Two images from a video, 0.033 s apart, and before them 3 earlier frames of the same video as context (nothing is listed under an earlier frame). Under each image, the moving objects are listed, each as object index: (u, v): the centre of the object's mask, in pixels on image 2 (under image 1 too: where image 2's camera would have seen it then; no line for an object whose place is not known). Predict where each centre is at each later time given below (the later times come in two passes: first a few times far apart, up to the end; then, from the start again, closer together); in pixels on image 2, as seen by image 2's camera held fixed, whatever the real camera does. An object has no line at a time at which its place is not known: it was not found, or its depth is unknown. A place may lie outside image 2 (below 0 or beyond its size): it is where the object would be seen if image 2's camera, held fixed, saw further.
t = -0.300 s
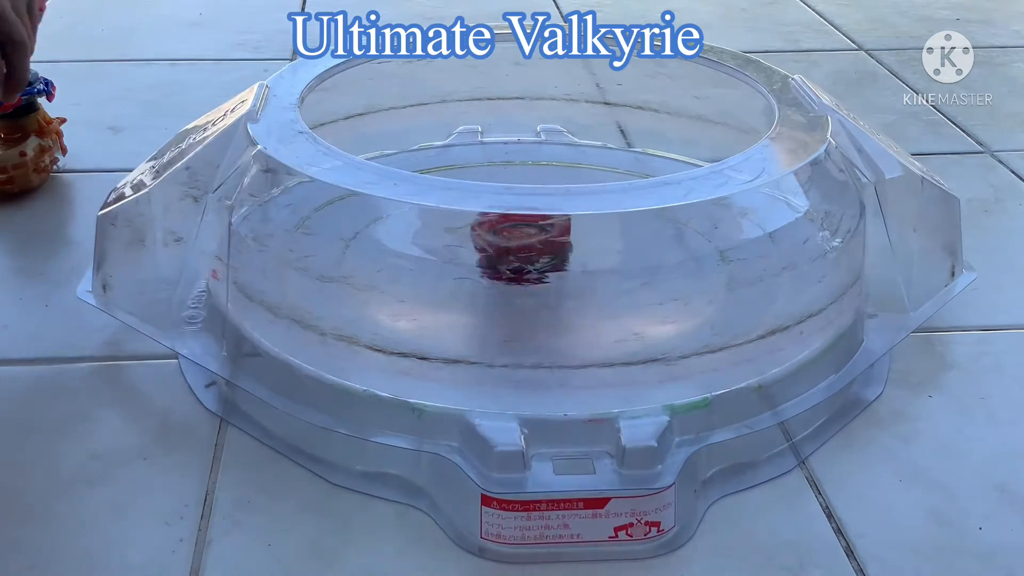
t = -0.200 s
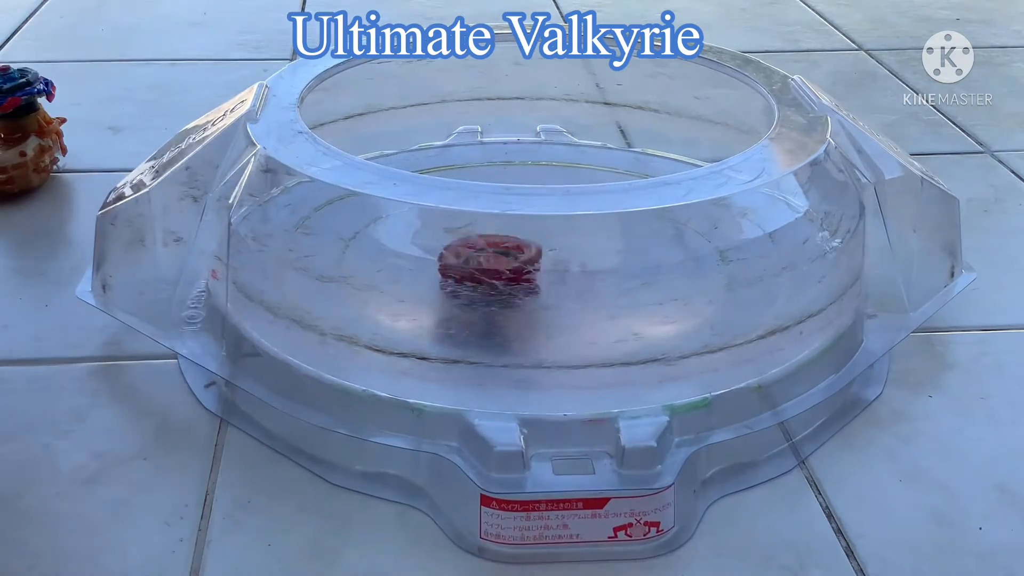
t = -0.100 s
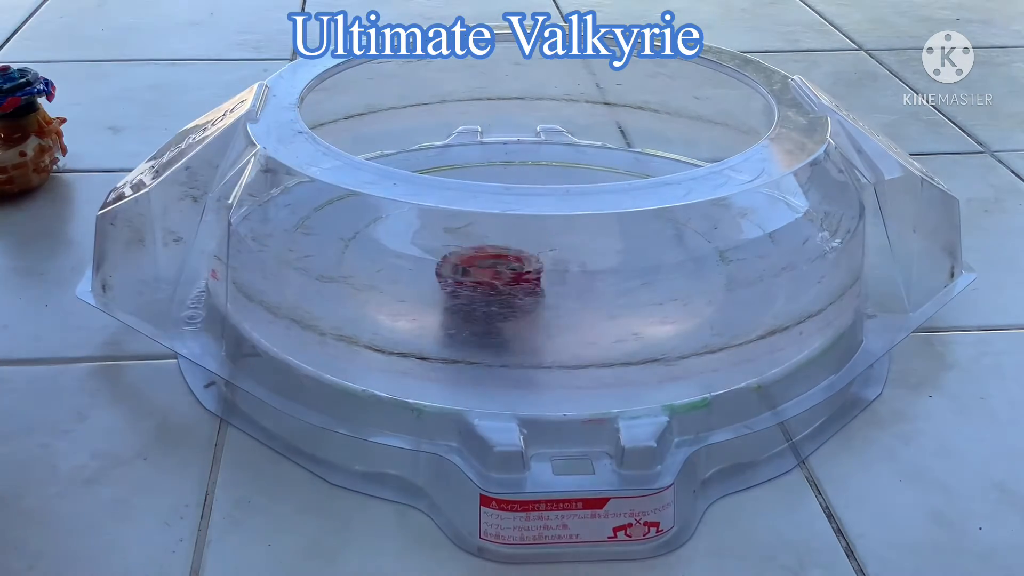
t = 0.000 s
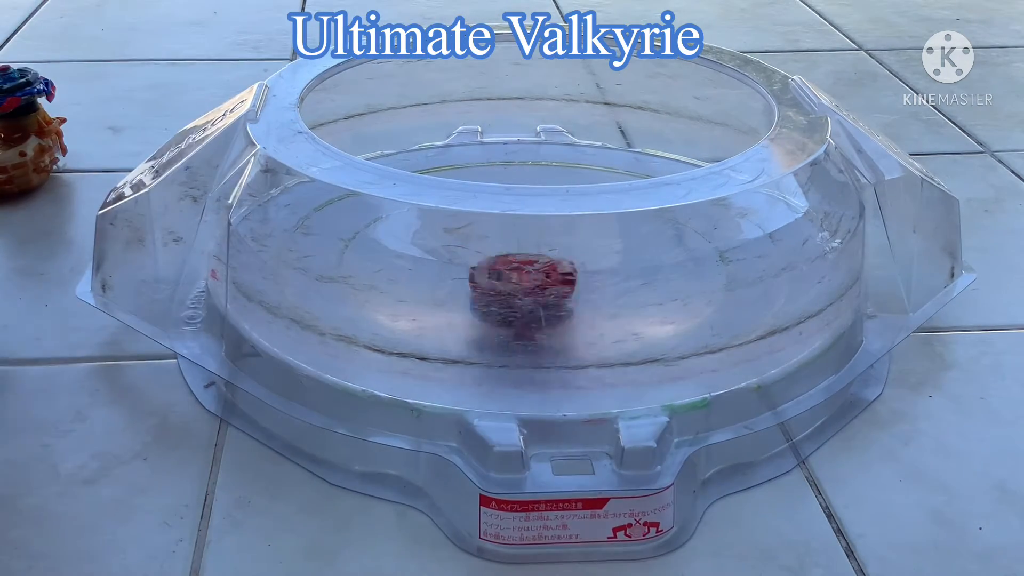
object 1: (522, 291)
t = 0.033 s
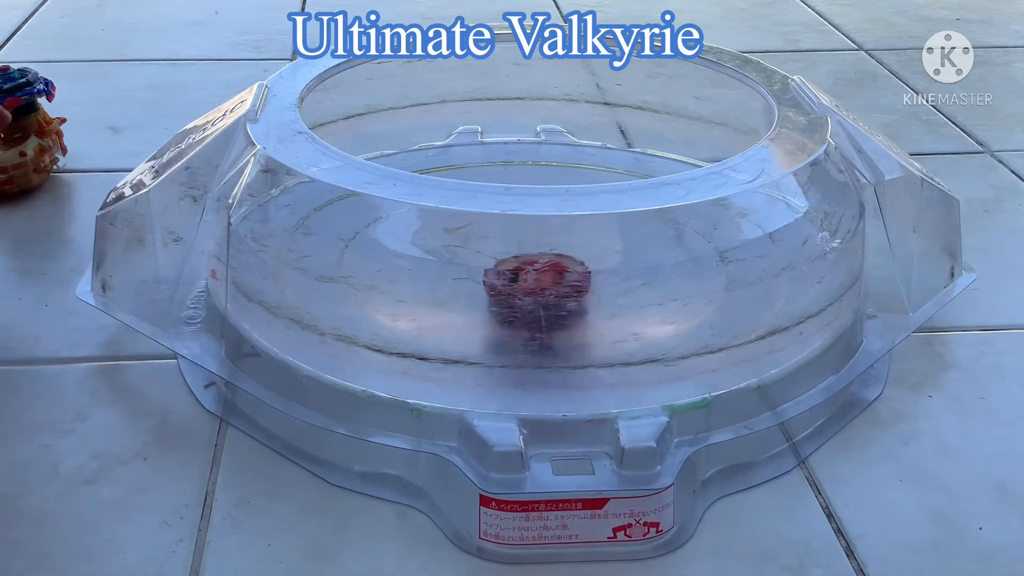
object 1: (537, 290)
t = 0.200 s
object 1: (591, 270)
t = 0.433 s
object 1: (487, 238)
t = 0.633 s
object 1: (387, 253)
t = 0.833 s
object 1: (439, 297)
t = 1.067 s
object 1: (601, 289)
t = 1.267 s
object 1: (585, 231)
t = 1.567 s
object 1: (368, 206)
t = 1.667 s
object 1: (343, 208)
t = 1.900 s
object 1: (351, 221)
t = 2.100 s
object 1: (440, 265)
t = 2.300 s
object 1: (608, 269)
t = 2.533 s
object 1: (598, 167)
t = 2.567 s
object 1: (581, 164)
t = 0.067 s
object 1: (552, 292)
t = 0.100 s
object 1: (564, 288)
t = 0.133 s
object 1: (575, 280)
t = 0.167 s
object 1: (586, 277)
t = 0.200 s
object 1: (591, 270)
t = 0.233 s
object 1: (590, 265)
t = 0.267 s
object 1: (584, 260)
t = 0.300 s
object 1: (572, 252)
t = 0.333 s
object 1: (557, 248)
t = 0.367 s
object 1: (535, 242)
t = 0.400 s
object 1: (511, 239)
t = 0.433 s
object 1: (487, 238)
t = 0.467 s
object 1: (464, 236)
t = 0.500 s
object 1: (442, 236)
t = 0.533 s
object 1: (423, 237)
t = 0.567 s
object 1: (408, 239)
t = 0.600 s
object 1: (396, 246)
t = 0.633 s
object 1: (387, 253)
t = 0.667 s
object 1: (384, 258)
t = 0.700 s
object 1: (385, 267)
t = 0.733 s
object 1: (390, 274)
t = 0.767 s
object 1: (402, 282)
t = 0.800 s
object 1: (419, 290)
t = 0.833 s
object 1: (439, 297)
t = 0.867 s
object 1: (462, 301)
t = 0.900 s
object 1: (487, 304)
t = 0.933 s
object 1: (513, 306)
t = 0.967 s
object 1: (538, 305)
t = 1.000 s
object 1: (562, 301)
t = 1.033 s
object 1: (583, 297)
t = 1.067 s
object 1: (601, 289)
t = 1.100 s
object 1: (616, 287)
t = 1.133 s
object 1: (619, 268)
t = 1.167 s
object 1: (621, 255)
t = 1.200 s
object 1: (615, 244)
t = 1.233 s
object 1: (604, 238)
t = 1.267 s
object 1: (585, 231)
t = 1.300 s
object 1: (563, 225)
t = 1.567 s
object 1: (368, 206)
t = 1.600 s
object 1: (356, 207)
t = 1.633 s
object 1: (348, 208)
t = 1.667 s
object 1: (343, 208)
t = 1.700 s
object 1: (340, 210)
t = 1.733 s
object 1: (338, 211)
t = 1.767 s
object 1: (338, 213)
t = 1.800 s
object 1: (340, 214)
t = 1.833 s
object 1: (342, 215)
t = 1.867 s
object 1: (345, 217)
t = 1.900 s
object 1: (351, 221)
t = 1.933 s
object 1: (361, 227)
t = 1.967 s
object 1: (372, 233)
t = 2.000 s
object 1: (386, 240)
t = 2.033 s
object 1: (401, 249)
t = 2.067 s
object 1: (417, 256)
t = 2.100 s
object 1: (440, 265)
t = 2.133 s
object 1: (465, 272)
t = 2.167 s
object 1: (492, 280)
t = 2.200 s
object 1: (522, 288)
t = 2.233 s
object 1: (555, 291)
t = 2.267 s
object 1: (585, 285)
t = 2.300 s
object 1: (608, 269)
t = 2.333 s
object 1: (625, 256)
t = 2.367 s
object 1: (634, 244)
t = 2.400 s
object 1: (637, 237)
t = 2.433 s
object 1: (634, 231)
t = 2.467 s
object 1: (627, 225)
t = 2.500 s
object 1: (610, 171)
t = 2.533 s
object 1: (598, 167)
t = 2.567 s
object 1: (581, 164)
